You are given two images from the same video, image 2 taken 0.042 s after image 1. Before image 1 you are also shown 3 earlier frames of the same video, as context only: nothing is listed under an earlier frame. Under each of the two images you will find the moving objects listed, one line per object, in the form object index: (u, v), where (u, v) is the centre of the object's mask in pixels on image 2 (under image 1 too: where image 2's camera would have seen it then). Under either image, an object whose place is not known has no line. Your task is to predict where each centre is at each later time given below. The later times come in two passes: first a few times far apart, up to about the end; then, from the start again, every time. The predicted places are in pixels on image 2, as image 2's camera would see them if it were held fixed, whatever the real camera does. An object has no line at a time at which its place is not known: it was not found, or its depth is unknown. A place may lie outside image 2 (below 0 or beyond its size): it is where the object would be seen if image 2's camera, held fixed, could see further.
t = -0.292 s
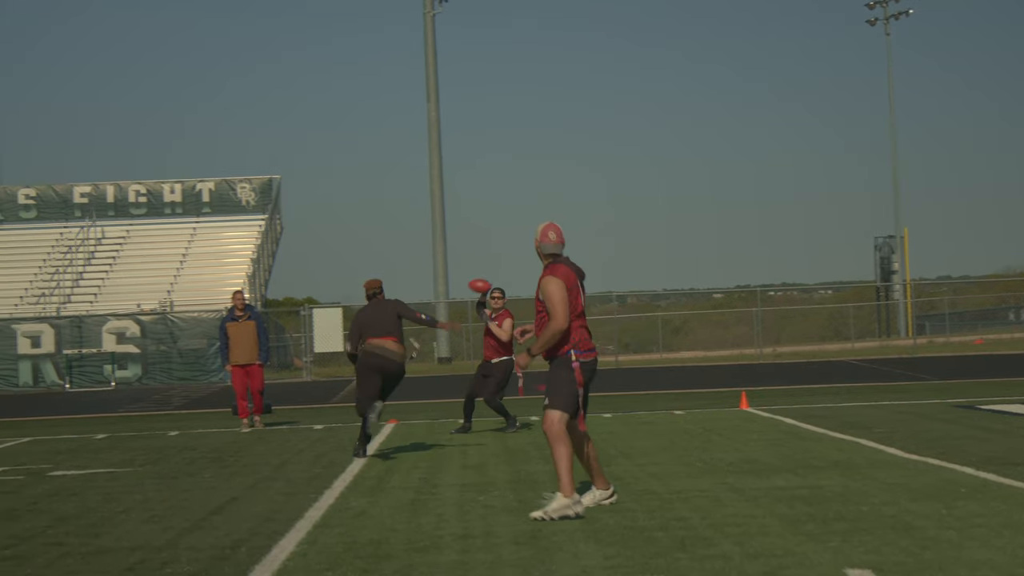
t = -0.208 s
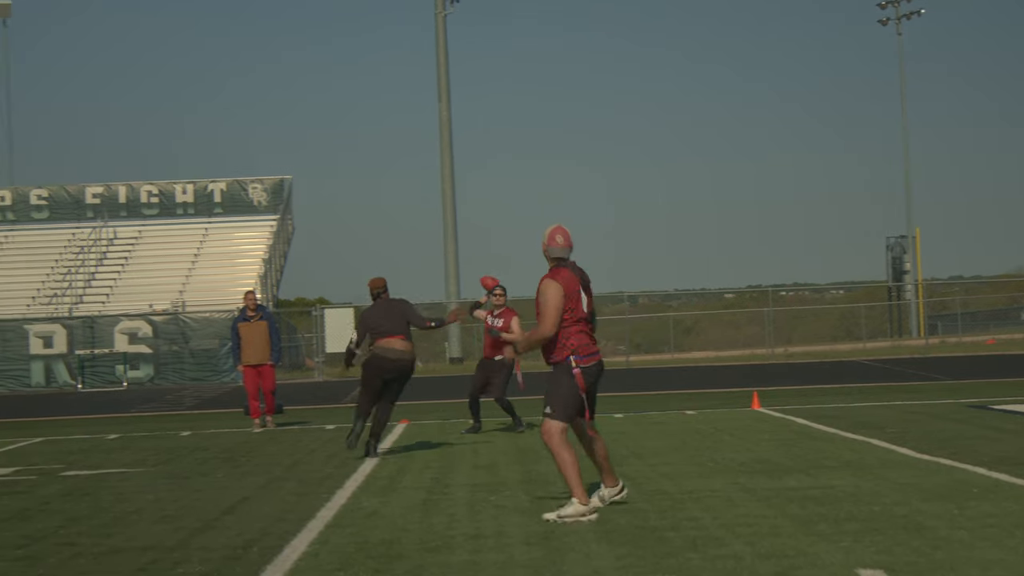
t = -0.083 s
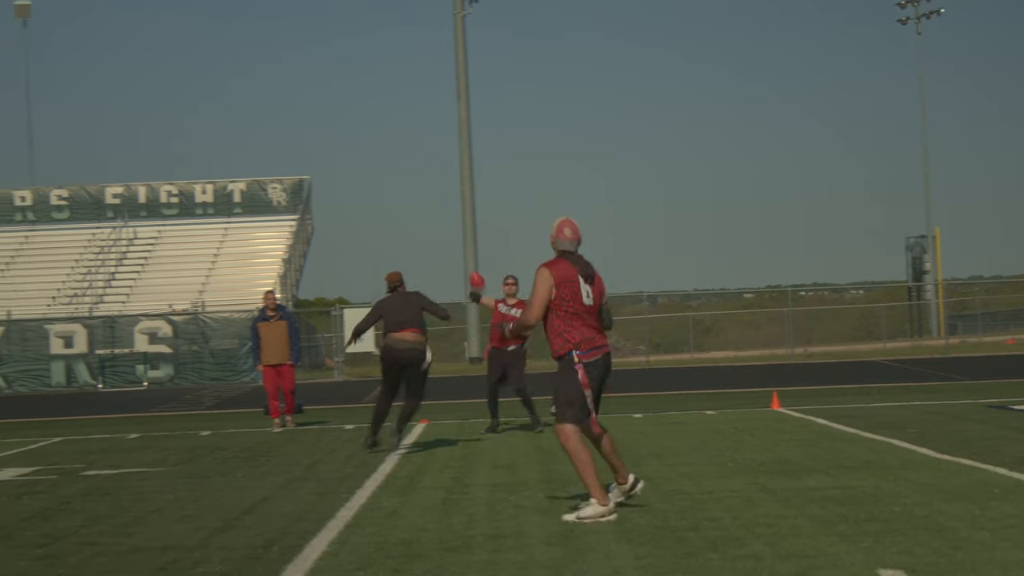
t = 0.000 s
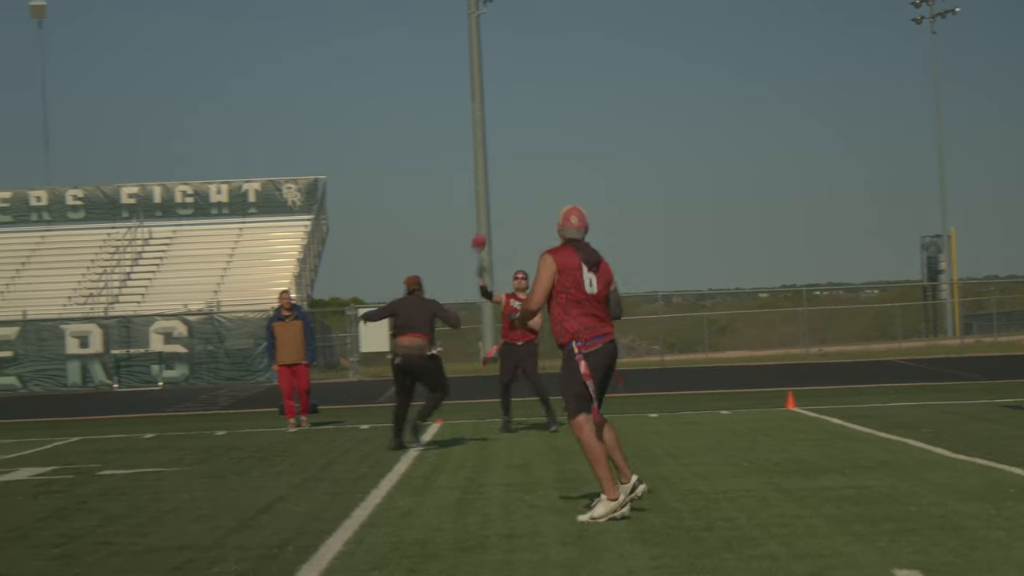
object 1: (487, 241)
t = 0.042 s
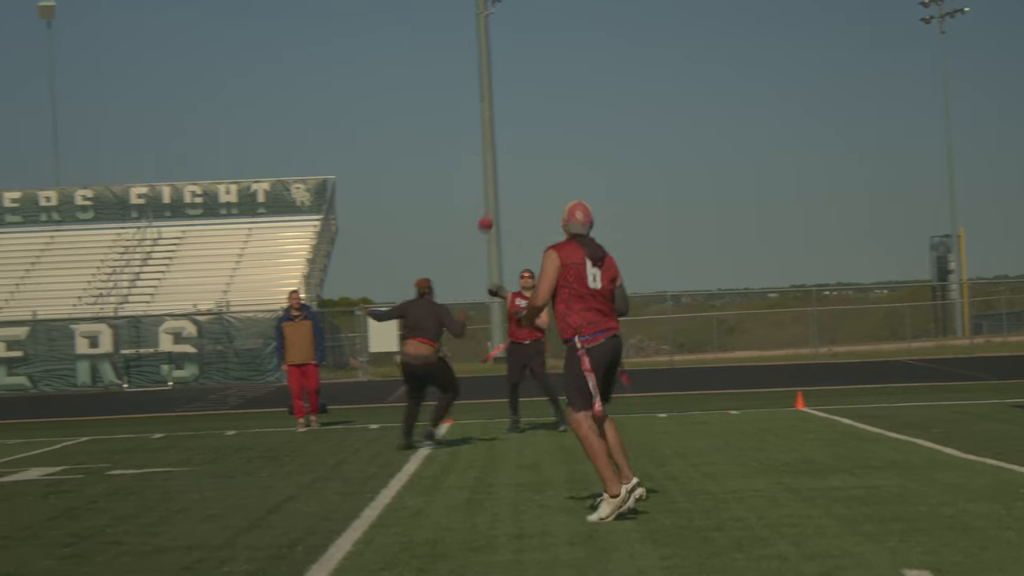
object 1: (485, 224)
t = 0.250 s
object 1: (476, 147)
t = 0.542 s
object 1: (461, 91)
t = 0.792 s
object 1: (446, 113)
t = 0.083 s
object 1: (483, 207)
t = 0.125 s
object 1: (481, 190)
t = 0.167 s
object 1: (479, 175)
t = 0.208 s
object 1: (478, 160)
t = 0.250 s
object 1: (476, 147)
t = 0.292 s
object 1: (474, 136)
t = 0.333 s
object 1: (472, 124)
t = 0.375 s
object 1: (470, 115)
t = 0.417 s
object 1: (468, 106)
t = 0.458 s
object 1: (466, 100)
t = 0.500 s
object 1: (464, 94)
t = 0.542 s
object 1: (461, 91)
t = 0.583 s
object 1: (459, 90)
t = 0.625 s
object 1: (457, 90)
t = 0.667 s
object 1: (454, 92)
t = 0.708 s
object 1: (451, 97)
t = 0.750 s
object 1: (449, 104)
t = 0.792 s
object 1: (446, 113)
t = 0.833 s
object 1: (443, 125)
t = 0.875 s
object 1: (439, 140)
